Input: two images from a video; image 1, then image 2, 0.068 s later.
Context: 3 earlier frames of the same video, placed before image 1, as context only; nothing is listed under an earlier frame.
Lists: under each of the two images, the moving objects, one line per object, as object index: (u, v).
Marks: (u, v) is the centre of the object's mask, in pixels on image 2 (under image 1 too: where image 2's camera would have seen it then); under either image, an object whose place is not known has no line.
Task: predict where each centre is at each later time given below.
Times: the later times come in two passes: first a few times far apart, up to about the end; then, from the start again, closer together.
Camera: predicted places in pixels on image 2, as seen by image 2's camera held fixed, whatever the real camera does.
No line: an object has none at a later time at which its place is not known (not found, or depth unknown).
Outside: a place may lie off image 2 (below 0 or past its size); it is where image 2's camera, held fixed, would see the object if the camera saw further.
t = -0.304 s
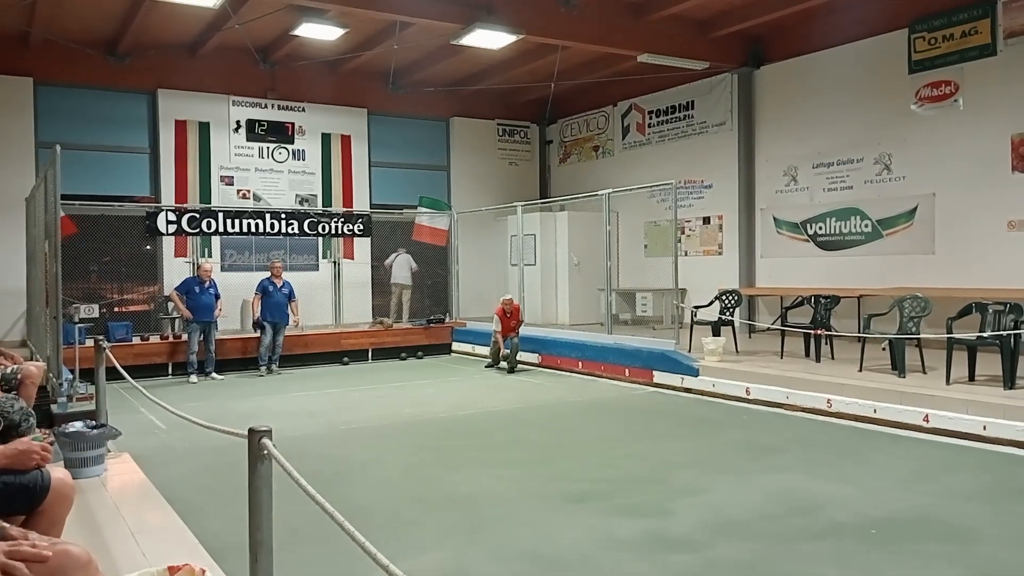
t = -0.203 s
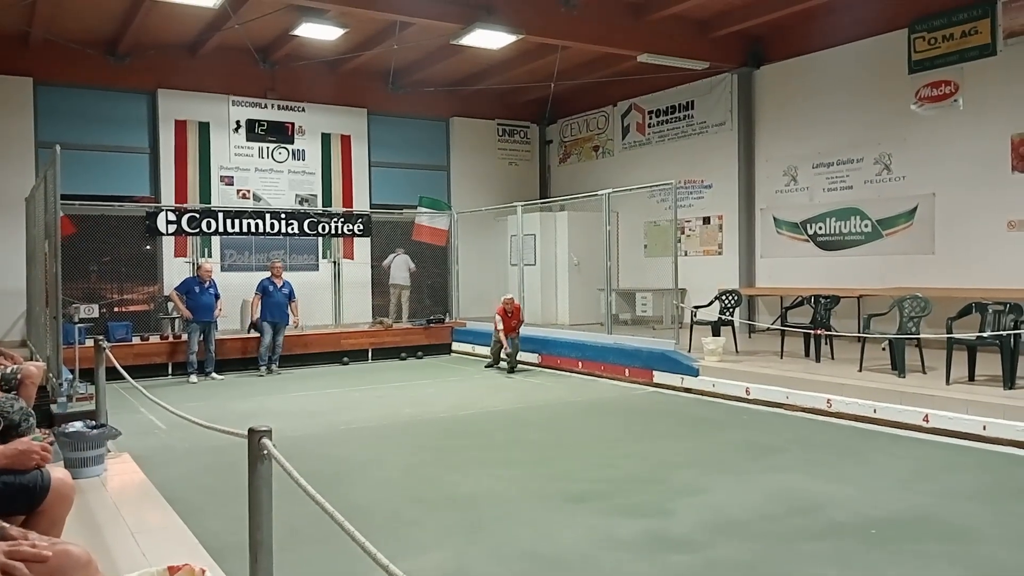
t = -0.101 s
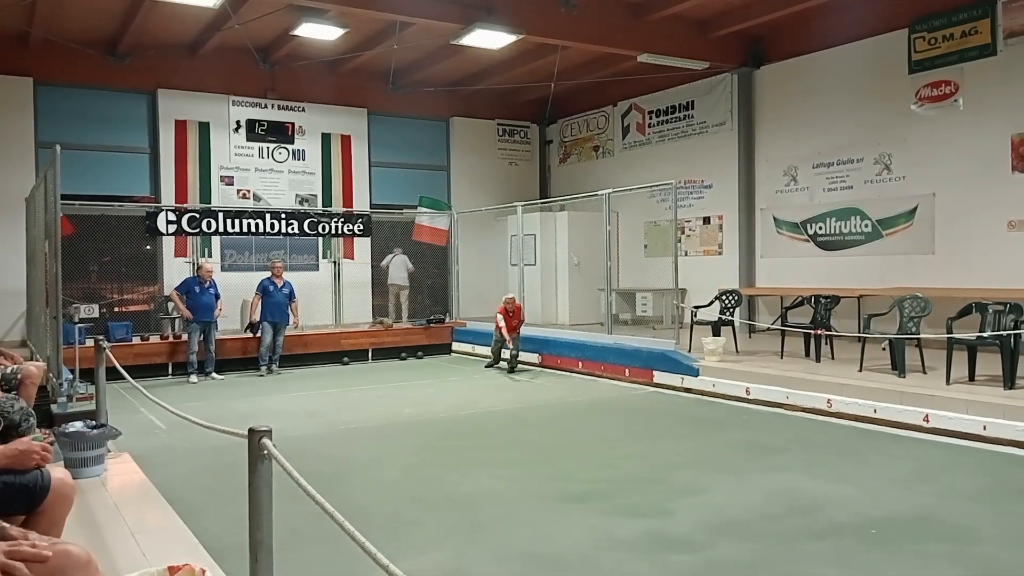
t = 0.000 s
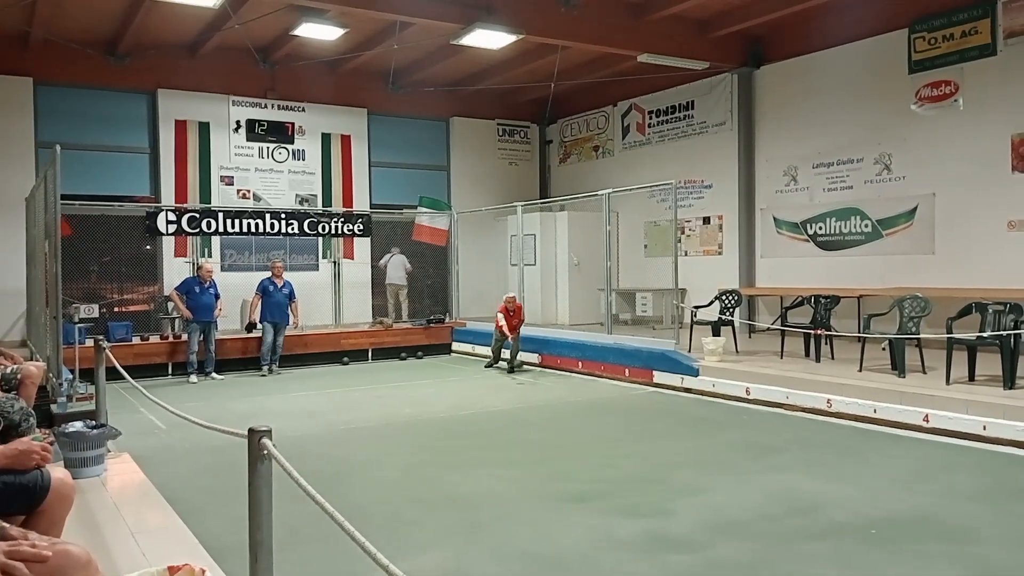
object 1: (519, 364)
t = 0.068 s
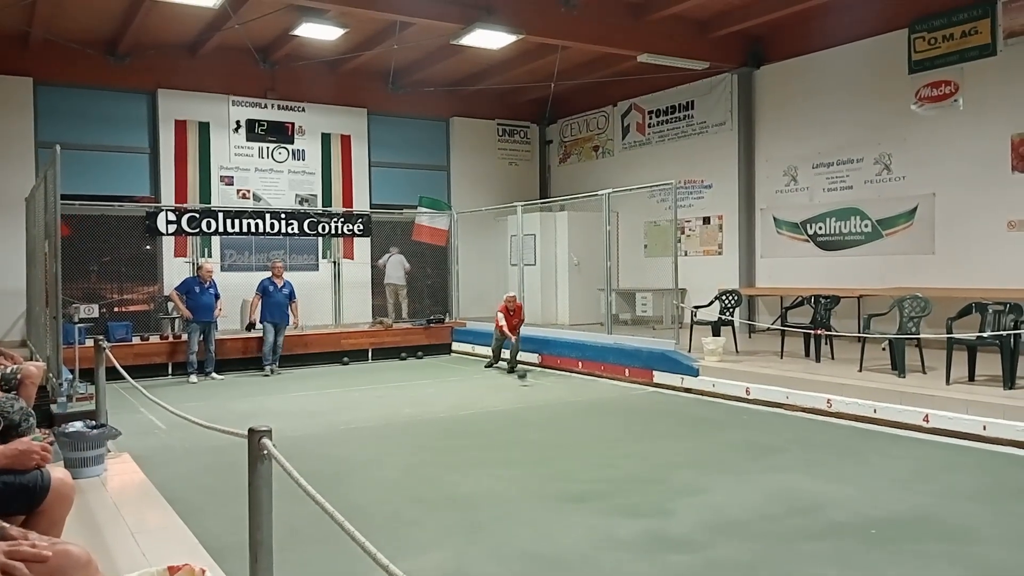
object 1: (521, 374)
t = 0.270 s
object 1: (530, 384)
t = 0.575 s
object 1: (544, 393)
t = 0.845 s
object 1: (557, 401)
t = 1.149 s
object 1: (574, 410)
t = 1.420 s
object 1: (590, 420)
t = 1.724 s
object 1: (612, 432)
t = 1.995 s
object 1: (629, 444)
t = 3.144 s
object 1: (748, 520)
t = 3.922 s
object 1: (912, 615)
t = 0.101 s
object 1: (524, 381)
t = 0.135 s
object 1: (525, 380)
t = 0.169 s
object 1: (526, 380)
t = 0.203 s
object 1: (527, 380)
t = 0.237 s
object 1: (528, 382)
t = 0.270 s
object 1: (530, 384)
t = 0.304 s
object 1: (531, 386)
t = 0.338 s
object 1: (533, 386)
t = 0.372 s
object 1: (534, 388)
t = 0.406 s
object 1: (536, 388)
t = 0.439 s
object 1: (538, 389)
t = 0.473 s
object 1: (539, 390)
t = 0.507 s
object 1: (540, 391)
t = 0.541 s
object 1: (542, 392)
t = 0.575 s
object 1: (544, 393)
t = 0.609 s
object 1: (545, 394)
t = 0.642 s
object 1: (547, 395)
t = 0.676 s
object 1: (549, 396)
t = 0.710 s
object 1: (550, 397)
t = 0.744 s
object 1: (552, 398)
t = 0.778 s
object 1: (554, 399)
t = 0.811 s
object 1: (555, 400)
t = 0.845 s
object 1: (557, 401)
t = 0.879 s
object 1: (559, 402)
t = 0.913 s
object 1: (560, 403)
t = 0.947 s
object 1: (562, 404)
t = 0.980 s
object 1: (564, 405)
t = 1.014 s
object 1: (566, 406)
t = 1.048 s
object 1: (568, 407)
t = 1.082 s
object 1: (570, 408)
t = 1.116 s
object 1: (572, 409)
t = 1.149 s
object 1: (574, 410)
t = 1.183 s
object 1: (575, 412)
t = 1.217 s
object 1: (578, 413)
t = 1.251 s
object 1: (580, 414)
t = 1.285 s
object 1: (582, 415)
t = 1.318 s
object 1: (584, 416)
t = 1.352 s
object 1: (586, 417)
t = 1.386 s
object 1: (588, 419)
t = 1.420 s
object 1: (590, 420)
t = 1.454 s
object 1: (593, 421)
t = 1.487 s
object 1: (595, 422)
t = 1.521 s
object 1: (597, 424)
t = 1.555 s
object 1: (600, 425)
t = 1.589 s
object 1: (602, 426)
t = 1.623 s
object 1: (604, 428)
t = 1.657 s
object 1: (607, 429)
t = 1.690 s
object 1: (610, 430)
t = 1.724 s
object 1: (612, 432)
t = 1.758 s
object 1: (614, 433)
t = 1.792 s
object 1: (617, 435)
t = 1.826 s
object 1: (619, 436)
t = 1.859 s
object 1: (622, 438)
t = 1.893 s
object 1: (625, 439)
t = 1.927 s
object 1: (626, 441)
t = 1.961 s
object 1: (629, 442)
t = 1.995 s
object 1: (629, 444)
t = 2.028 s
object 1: (628, 446)
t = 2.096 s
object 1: (635, 449)
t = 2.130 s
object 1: (637, 450)
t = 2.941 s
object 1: (721, 502)
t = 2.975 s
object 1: (725, 504)
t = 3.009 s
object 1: (730, 508)
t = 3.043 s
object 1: (733, 511)
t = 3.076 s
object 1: (737, 514)
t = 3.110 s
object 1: (743, 517)
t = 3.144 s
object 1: (748, 520)
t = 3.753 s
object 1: (868, 587)
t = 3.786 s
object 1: (875, 592)
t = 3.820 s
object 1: (884, 598)
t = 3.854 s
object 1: (893, 603)
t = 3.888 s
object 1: (902, 609)
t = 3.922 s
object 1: (912, 615)
